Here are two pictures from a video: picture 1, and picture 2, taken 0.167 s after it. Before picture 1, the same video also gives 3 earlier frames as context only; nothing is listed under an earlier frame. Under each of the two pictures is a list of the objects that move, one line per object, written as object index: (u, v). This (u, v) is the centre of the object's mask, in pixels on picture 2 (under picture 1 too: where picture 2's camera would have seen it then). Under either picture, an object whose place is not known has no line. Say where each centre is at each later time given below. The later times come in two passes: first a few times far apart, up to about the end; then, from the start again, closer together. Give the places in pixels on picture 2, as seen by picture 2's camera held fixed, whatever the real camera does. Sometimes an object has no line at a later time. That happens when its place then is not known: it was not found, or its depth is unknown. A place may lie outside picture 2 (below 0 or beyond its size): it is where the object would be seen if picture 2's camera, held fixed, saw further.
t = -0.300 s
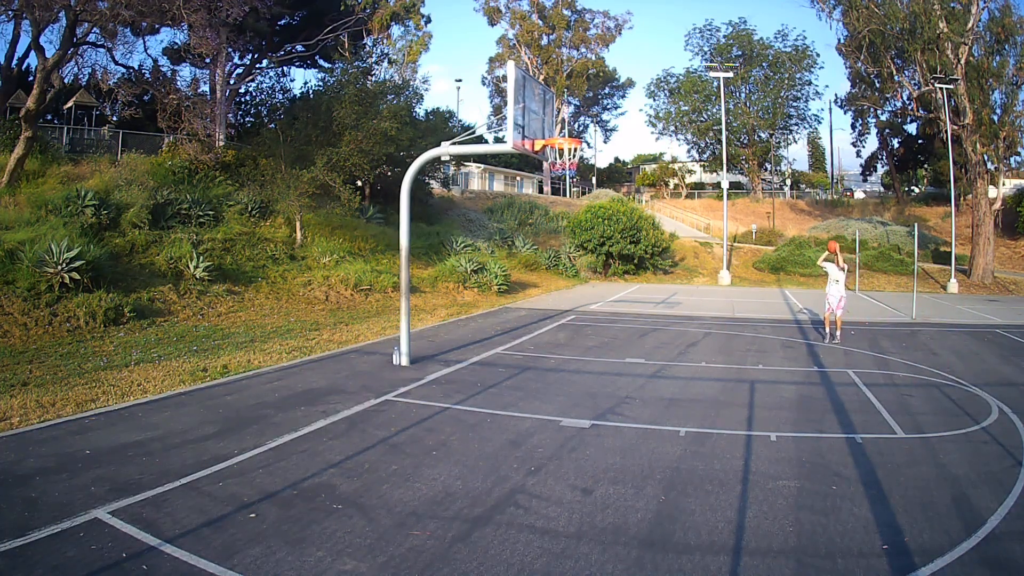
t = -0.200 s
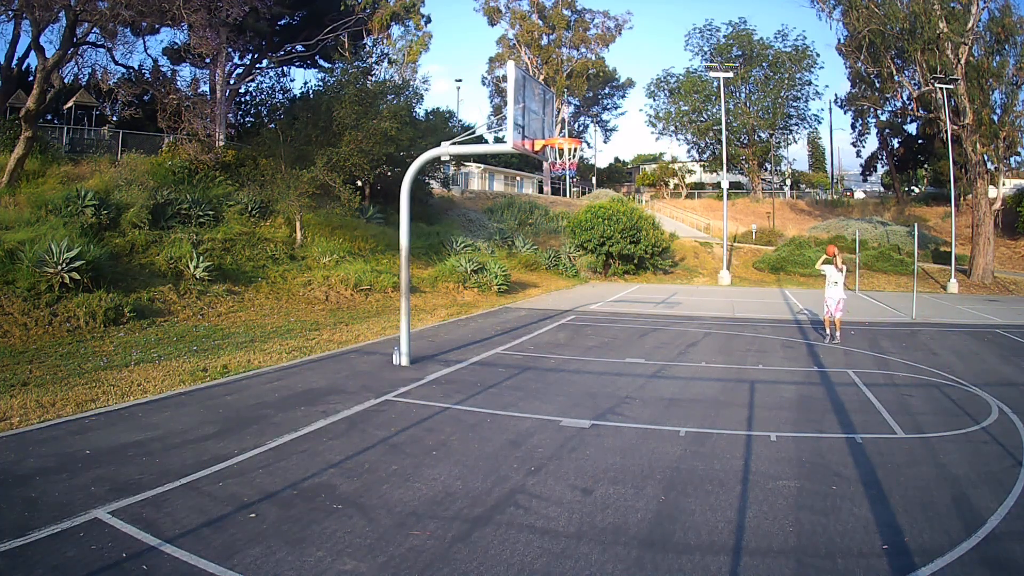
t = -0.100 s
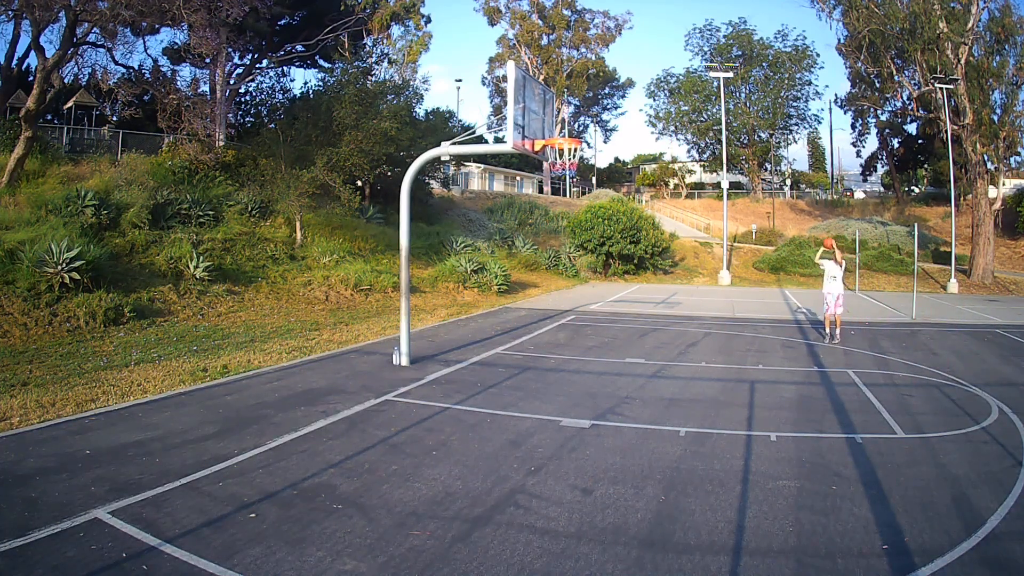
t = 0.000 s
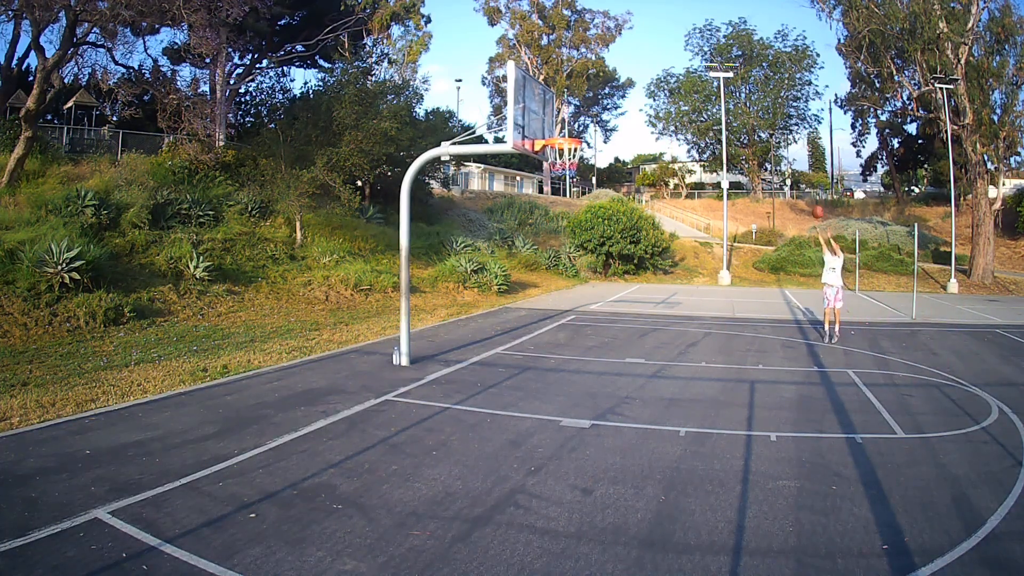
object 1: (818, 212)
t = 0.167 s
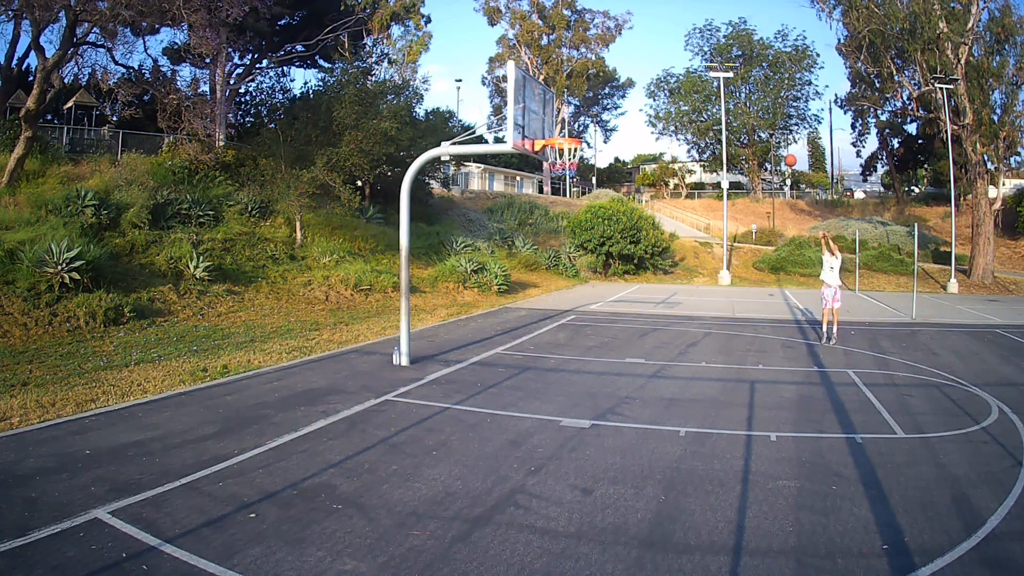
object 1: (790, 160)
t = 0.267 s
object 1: (773, 134)
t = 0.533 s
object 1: (720, 87)
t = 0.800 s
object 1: (660, 78)
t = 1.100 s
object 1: (578, 128)
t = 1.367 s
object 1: (538, 196)
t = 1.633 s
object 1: (515, 289)
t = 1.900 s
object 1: (510, 316)
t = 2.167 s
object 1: (525, 246)
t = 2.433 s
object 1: (539, 224)
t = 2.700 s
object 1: (553, 247)
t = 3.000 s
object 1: (566, 319)
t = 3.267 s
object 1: (576, 296)
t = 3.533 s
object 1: (585, 266)
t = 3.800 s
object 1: (594, 275)
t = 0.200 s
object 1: (785, 151)
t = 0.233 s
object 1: (779, 142)
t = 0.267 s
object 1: (773, 134)
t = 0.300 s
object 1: (766, 126)
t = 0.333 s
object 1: (760, 119)
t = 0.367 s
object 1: (753, 113)
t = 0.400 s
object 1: (747, 106)
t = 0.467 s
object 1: (733, 96)
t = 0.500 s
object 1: (727, 91)
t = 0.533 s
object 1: (720, 87)
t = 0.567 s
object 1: (713, 84)
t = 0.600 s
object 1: (705, 81)
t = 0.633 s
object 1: (698, 79)
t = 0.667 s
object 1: (691, 77)
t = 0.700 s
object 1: (683, 77)
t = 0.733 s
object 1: (675, 77)
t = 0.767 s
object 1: (668, 77)
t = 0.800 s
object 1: (660, 78)
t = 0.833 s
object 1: (651, 80)
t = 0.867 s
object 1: (643, 83)
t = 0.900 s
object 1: (634, 87)
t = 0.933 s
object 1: (626, 91)
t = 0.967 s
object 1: (616, 96)
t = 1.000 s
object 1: (607, 103)
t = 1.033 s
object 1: (597, 110)
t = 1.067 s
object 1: (588, 118)
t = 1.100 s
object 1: (578, 128)
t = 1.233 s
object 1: (549, 166)
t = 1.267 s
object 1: (547, 173)
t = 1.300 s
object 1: (545, 179)
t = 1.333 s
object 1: (541, 187)
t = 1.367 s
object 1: (538, 196)
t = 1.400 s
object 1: (536, 205)
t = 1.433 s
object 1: (532, 215)
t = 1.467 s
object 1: (529, 226)
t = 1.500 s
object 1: (527, 237)
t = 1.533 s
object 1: (524, 249)
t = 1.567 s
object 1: (521, 262)
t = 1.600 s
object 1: (518, 275)
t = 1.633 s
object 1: (515, 289)
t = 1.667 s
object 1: (512, 304)
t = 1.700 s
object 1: (510, 319)
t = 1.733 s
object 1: (507, 334)
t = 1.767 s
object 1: (504, 351)
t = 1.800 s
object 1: (503, 356)
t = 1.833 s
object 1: (505, 341)
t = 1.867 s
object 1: (507, 329)
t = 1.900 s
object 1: (510, 316)
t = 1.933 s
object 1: (512, 305)
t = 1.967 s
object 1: (513, 294)
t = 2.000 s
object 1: (515, 285)
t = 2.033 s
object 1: (517, 275)
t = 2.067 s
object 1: (519, 267)
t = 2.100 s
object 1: (521, 259)
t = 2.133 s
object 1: (523, 253)
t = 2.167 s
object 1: (525, 246)
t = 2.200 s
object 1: (527, 241)
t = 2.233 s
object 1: (529, 237)
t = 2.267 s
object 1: (530, 233)
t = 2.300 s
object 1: (532, 230)
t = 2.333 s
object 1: (534, 227)
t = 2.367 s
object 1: (536, 225)
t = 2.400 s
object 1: (538, 224)
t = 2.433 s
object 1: (539, 224)
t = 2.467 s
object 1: (541, 225)
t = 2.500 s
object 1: (543, 226)
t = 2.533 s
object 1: (545, 227)
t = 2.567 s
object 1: (546, 230)
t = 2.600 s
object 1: (548, 233)
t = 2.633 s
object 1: (549, 237)
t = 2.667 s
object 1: (551, 241)
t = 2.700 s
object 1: (553, 247)
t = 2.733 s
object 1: (554, 252)
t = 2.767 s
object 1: (556, 258)
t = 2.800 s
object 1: (557, 265)
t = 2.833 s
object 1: (559, 273)
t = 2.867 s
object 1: (560, 281)
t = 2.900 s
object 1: (562, 290)
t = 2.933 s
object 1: (563, 299)
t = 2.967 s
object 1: (565, 309)
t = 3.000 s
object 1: (566, 319)
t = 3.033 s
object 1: (567, 330)
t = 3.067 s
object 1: (569, 341)
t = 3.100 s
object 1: (570, 336)
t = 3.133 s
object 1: (571, 327)
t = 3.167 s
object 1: (573, 318)
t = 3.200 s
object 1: (574, 310)
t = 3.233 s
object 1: (575, 303)
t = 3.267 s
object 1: (576, 296)
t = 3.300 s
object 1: (577, 290)
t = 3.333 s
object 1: (579, 285)
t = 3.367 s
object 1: (580, 280)
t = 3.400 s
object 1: (581, 276)
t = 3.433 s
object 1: (582, 273)
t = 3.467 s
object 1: (583, 270)
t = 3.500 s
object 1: (584, 268)
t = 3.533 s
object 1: (585, 266)
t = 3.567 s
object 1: (587, 265)
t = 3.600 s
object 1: (588, 265)
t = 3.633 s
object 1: (589, 265)
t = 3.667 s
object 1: (590, 266)
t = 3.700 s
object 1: (591, 267)
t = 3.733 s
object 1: (592, 269)
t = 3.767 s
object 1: (593, 272)
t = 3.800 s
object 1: (594, 275)
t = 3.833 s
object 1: (595, 278)
